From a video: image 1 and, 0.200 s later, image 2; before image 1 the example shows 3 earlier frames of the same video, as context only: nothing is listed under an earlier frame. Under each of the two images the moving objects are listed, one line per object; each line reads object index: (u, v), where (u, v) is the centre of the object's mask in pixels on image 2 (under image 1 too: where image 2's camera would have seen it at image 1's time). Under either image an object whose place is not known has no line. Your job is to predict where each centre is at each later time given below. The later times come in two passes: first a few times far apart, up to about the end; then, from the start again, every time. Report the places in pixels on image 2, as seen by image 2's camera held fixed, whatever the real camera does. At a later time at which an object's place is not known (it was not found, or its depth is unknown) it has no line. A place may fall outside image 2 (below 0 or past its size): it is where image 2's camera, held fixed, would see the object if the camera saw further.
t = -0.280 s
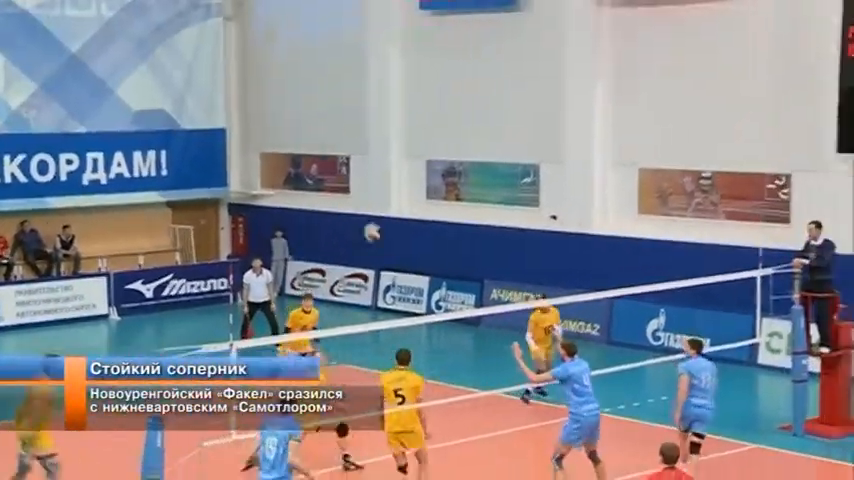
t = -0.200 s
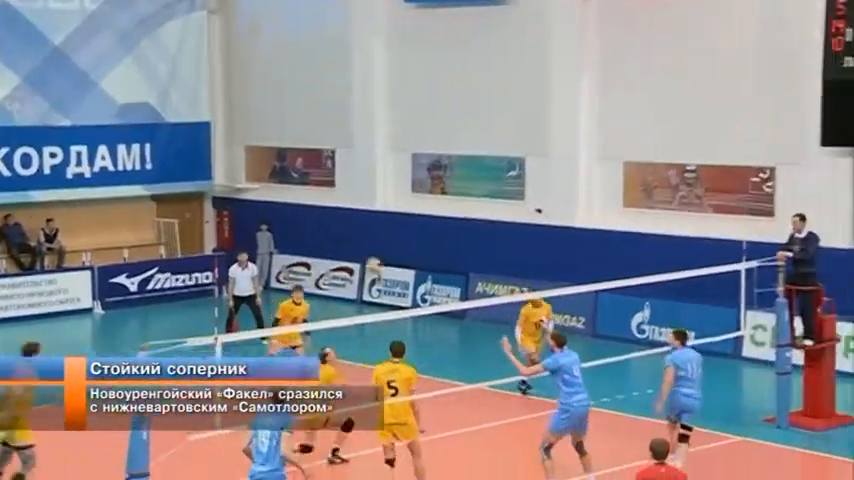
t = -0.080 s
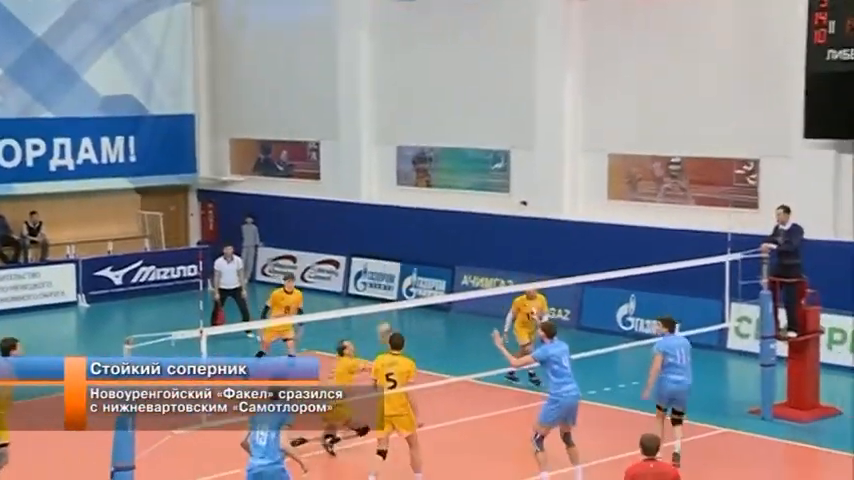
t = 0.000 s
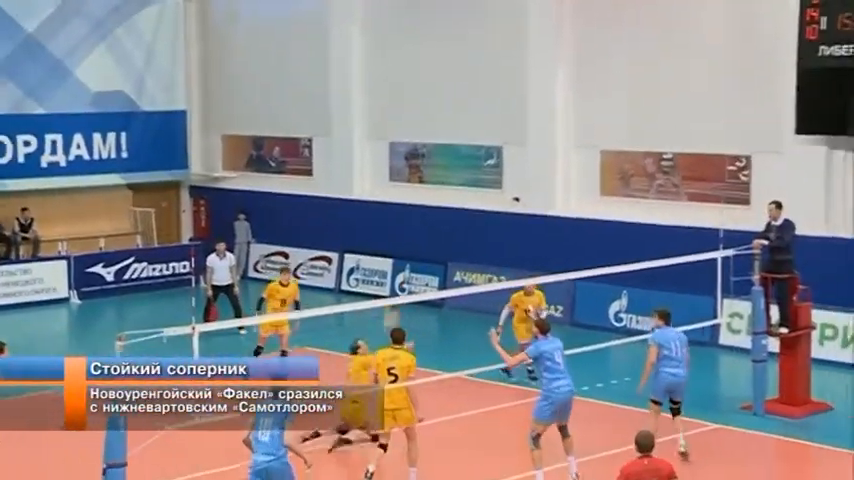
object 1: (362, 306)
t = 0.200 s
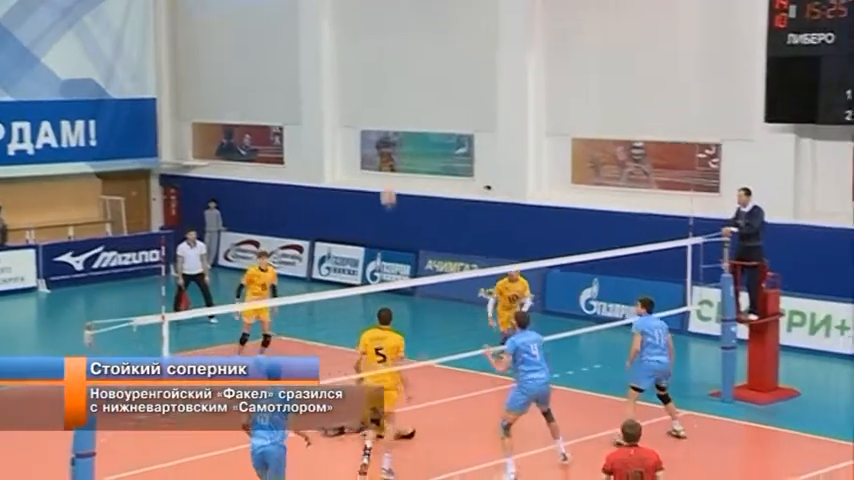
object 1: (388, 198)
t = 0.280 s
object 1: (396, 159)
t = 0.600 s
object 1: (431, 67)
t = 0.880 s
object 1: (457, 49)
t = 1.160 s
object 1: (482, 88)
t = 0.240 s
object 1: (392, 178)
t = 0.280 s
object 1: (396, 159)
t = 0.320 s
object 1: (402, 142)
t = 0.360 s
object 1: (407, 124)
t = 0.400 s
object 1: (410, 116)
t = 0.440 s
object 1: (414, 105)
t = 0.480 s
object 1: (420, 92)
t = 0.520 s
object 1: (422, 84)
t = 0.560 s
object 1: (427, 75)
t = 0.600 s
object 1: (431, 67)
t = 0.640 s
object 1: (436, 60)
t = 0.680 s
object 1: (439, 56)
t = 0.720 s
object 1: (443, 53)
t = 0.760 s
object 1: (447, 50)
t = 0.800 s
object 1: (450, 48)
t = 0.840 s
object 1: (453, 48)
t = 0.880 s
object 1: (457, 49)
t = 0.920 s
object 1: (460, 50)
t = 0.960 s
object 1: (462, 56)
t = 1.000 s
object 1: (467, 60)
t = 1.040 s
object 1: (471, 64)
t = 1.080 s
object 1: (474, 71)
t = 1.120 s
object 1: (479, 77)
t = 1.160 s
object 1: (482, 88)
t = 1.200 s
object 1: (485, 95)
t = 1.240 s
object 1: (488, 105)
